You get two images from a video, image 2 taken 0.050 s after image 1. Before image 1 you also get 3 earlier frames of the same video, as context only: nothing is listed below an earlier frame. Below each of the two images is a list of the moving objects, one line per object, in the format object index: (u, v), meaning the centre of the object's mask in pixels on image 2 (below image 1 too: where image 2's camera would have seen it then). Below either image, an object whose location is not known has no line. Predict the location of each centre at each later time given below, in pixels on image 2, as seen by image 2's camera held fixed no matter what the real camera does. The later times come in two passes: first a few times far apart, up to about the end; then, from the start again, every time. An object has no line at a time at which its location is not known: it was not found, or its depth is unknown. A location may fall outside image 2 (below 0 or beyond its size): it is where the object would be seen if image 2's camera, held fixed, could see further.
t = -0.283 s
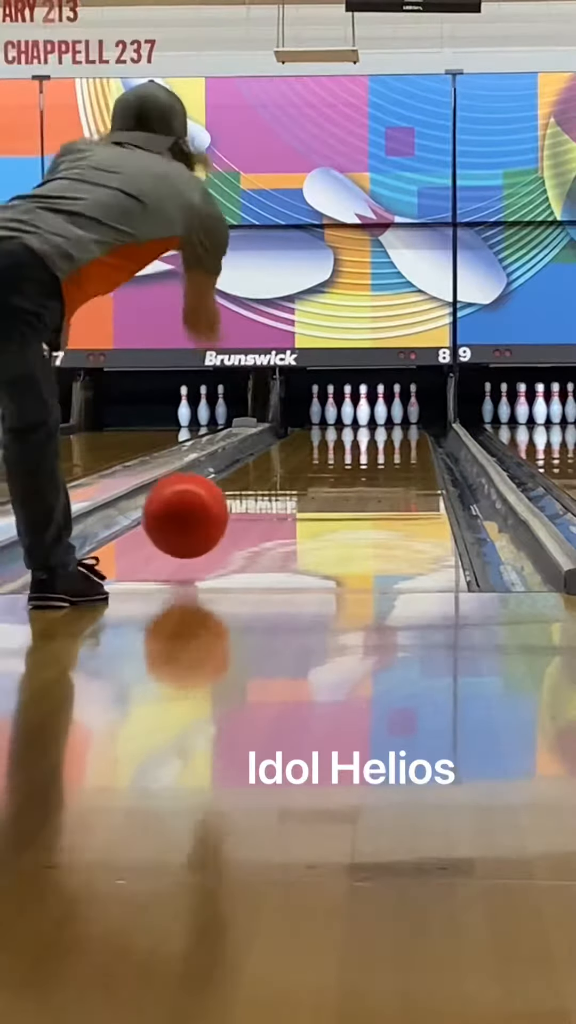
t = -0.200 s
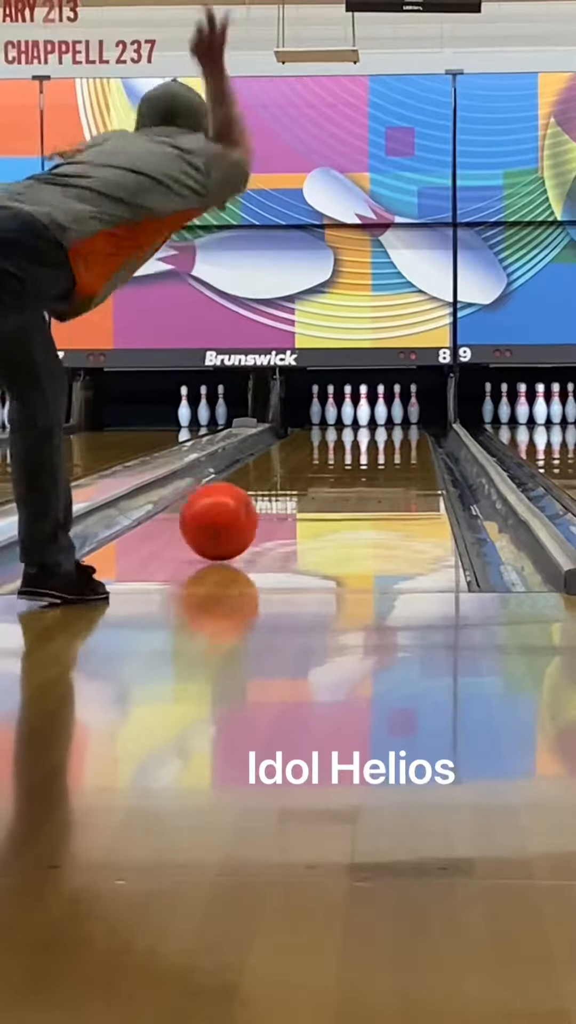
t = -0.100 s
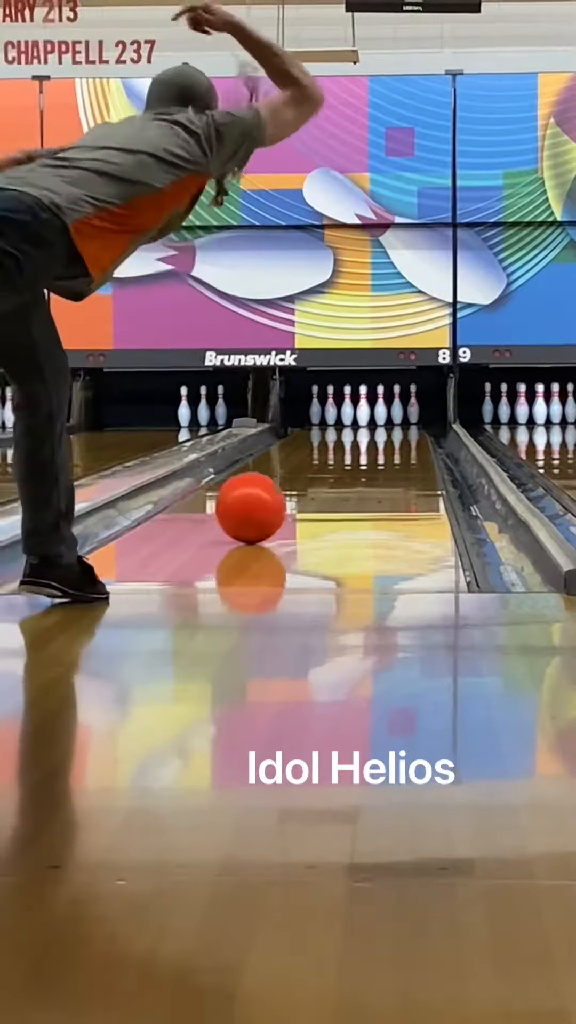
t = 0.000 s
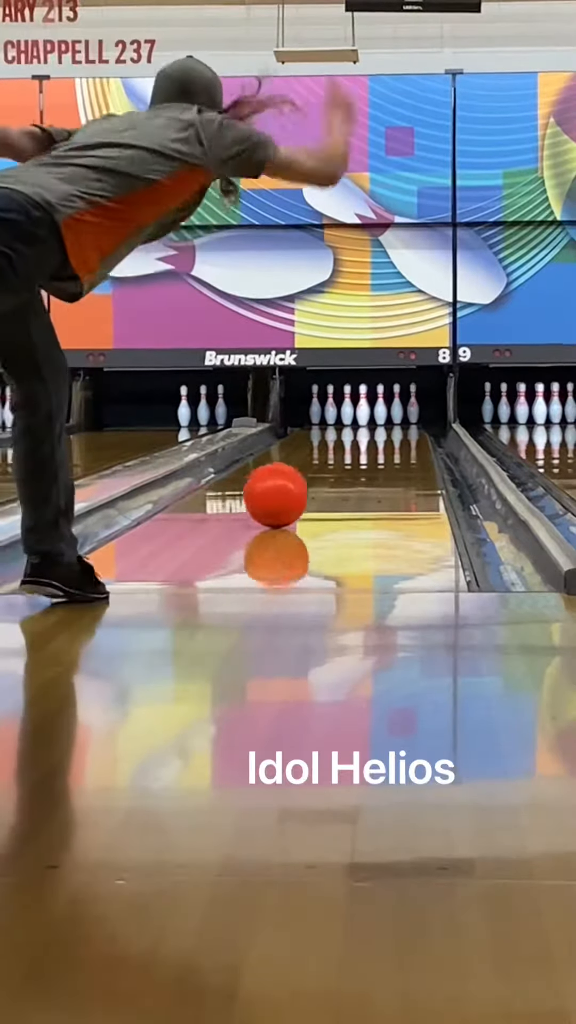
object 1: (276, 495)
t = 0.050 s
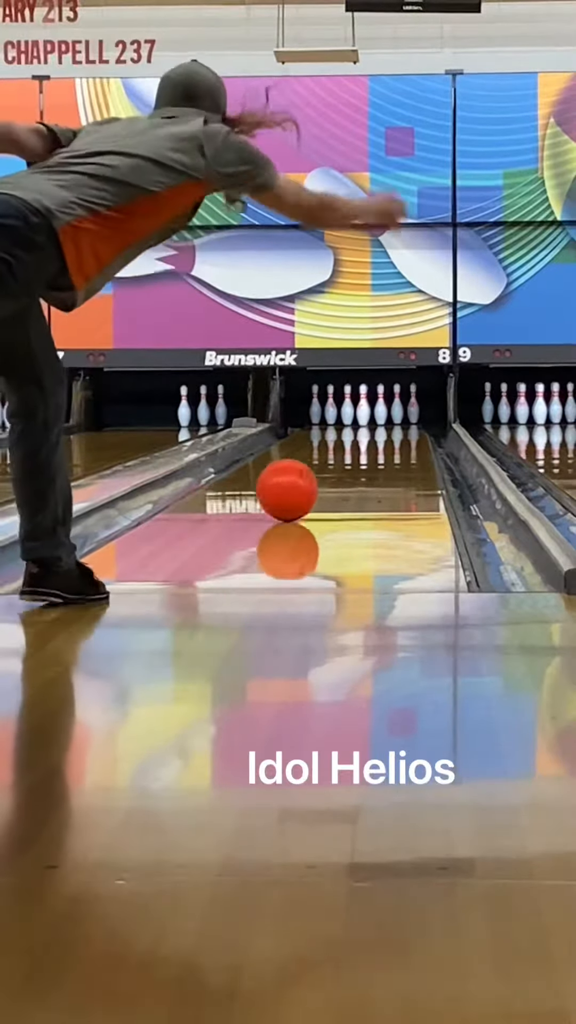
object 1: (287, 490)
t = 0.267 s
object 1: (325, 471)
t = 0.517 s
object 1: (356, 456)
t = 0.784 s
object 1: (379, 443)
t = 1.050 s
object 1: (394, 433)
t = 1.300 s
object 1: (400, 427)
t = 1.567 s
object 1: (398, 421)
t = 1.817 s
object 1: (385, 417)
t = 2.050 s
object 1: (369, 414)
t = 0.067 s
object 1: (291, 488)
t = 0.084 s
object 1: (294, 487)
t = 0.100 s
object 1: (298, 485)
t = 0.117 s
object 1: (301, 483)
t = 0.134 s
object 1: (304, 482)
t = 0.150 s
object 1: (307, 480)
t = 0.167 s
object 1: (309, 479)
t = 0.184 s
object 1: (312, 477)
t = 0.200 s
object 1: (315, 476)
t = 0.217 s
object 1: (318, 475)
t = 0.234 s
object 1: (320, 474)
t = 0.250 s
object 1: (322, 472)
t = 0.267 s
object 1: (325, 471)
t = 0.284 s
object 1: (328, 470)
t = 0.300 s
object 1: (330, 468)
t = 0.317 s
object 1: (332, 467)
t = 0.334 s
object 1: (335, 466)
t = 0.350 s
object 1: (337, 465)
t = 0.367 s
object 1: (339, 464)
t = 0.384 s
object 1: (341, 464)
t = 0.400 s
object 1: (342, 463)
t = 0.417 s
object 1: (345, 461)
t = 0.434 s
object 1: (347, 461)
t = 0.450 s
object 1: (349, 459)
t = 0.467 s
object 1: (350, 459)
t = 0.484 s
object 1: (353, 458)
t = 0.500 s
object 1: (355, 457)
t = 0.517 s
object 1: (356, 456)
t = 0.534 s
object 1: (357, 456)
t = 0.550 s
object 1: (359, 454)
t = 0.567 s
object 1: (360, 453)
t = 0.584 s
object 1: (362, 452)
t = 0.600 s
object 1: (364, 451)
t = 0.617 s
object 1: (365, 450)
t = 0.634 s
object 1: (367, 449)
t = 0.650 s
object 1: (368, 449)
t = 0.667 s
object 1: (370, 448)
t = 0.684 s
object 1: (371, 448)
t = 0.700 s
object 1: (373, 447)
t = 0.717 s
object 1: (374, 446)
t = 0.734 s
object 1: (375, 445)
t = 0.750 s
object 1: (376, 445)
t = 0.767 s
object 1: (377, 444)
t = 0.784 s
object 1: (379, 443)
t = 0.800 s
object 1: (379, 442)
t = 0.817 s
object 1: (381, 441)
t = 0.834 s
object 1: (381, 441)
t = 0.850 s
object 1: (383, 441)
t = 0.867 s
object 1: (384, 439)
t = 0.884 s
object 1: (384, 439)
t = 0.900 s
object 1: (385, 438)
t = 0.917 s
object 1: (386, 438)
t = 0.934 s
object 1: (387, 437)
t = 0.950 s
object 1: (388, 437)
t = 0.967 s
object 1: (389, 436)
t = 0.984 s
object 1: (390, 435)
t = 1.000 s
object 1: (392, 435)
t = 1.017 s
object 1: (392, 434)
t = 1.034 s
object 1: (393, 434)
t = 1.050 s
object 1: (394, 433)
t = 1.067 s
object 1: (394, 433)
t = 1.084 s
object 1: (395, 432)
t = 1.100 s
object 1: (395, 432)
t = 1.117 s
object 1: (397, 431)
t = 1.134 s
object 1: (397, 431)
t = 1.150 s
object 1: (398, 430)
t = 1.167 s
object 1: (398, 429)
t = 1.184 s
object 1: (399, 429)
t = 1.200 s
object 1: (399, 429)
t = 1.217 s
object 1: (399, 428)
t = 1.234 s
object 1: (399, 428)
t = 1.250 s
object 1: (400, 427)
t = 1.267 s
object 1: (400, 427)
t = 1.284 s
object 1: (400, 427)
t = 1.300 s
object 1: (400, 427)
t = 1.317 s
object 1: (400, 426)
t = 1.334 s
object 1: (400, 425)
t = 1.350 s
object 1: (400, 425)
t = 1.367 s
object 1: (400, 425)
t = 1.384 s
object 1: (401, 424)
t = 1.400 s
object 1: (401, 424)
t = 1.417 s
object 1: (400, 424)
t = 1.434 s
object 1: (400, 423)
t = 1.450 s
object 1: (400, 423)
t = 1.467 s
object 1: (400, 423)
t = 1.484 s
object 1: (400, 423)
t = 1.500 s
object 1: (400, 422)
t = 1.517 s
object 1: (399, 422)
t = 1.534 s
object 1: (399, 421)
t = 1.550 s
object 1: (398, 422)
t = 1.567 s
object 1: (398, 421)
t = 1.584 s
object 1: (398, 421)
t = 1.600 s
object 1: (397, 421)
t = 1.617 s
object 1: (396, 421)
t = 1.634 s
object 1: (395, 420)
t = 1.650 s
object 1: (395, 420)
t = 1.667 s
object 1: (394, 419)
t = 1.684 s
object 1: (393, 418)
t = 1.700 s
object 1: (392, 418)
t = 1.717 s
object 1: (392, 418)
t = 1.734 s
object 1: (390, 418)
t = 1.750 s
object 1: (389, 418)
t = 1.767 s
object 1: (388, 418)
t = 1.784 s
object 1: (387, 417)
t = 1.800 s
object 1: (386, 417)
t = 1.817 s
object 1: (385, 417)
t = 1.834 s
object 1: (384, 417)
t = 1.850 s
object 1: (383, 417)
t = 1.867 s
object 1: (382, 417)
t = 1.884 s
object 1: (380, 417)
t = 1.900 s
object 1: (379, 417)
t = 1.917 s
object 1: (377, 416)
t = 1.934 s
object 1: (376, 416)
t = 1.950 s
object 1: (374, 415)
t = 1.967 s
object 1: (372, 415)
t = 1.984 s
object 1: (370, 415)
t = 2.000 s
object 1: (369, 415)
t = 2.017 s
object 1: (369, 415)
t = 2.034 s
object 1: (369, 414)
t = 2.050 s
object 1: (369, 414)
